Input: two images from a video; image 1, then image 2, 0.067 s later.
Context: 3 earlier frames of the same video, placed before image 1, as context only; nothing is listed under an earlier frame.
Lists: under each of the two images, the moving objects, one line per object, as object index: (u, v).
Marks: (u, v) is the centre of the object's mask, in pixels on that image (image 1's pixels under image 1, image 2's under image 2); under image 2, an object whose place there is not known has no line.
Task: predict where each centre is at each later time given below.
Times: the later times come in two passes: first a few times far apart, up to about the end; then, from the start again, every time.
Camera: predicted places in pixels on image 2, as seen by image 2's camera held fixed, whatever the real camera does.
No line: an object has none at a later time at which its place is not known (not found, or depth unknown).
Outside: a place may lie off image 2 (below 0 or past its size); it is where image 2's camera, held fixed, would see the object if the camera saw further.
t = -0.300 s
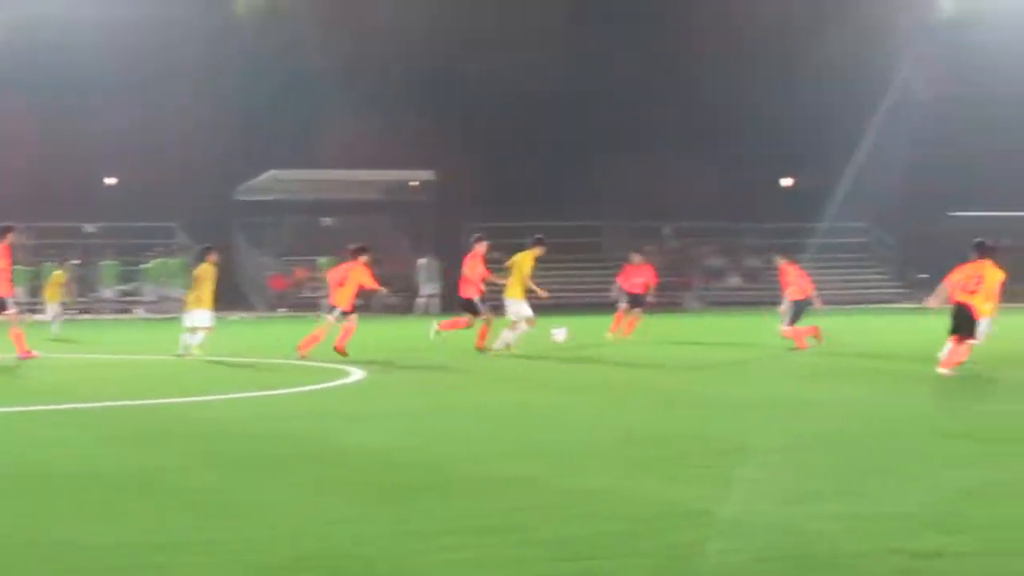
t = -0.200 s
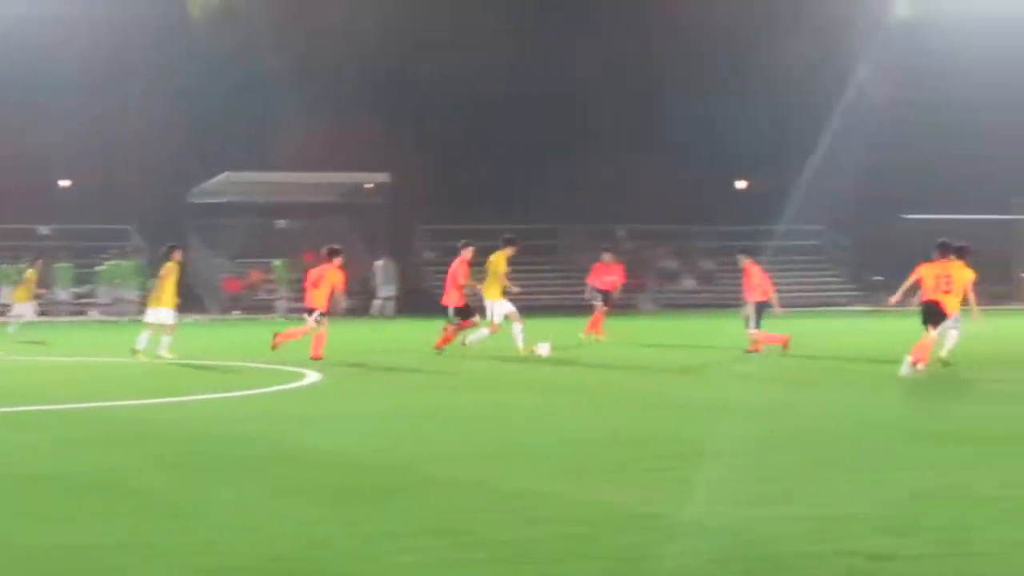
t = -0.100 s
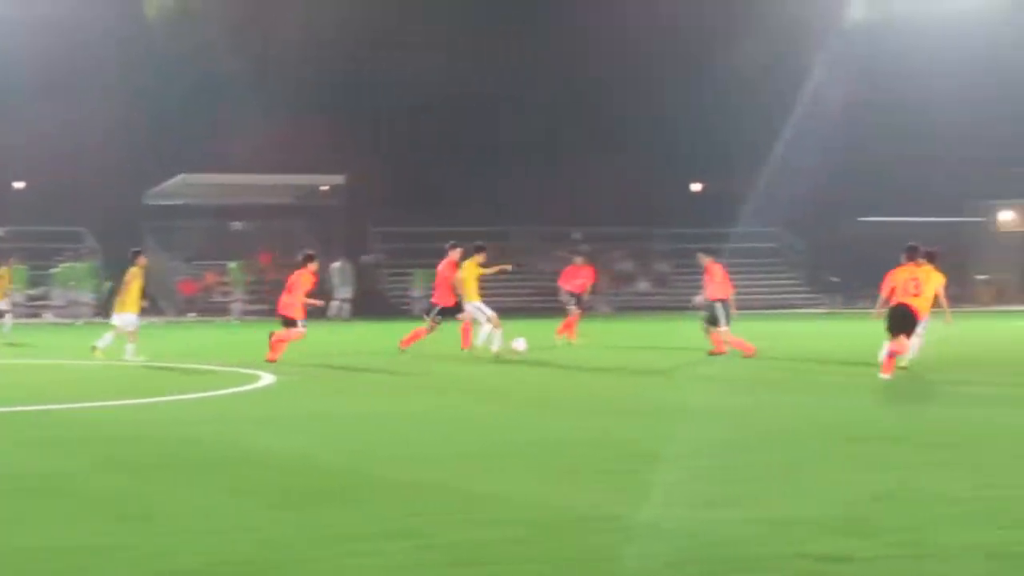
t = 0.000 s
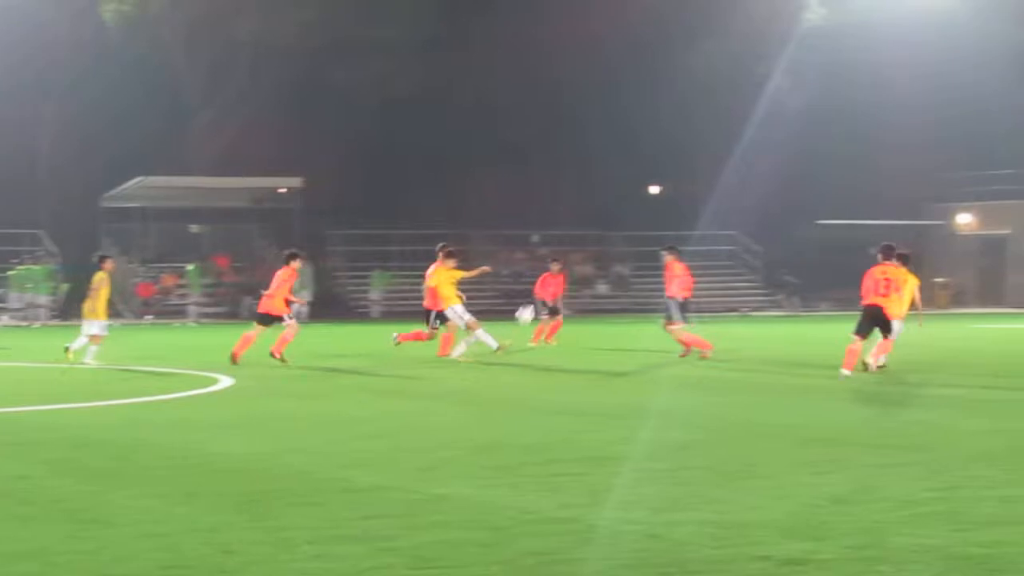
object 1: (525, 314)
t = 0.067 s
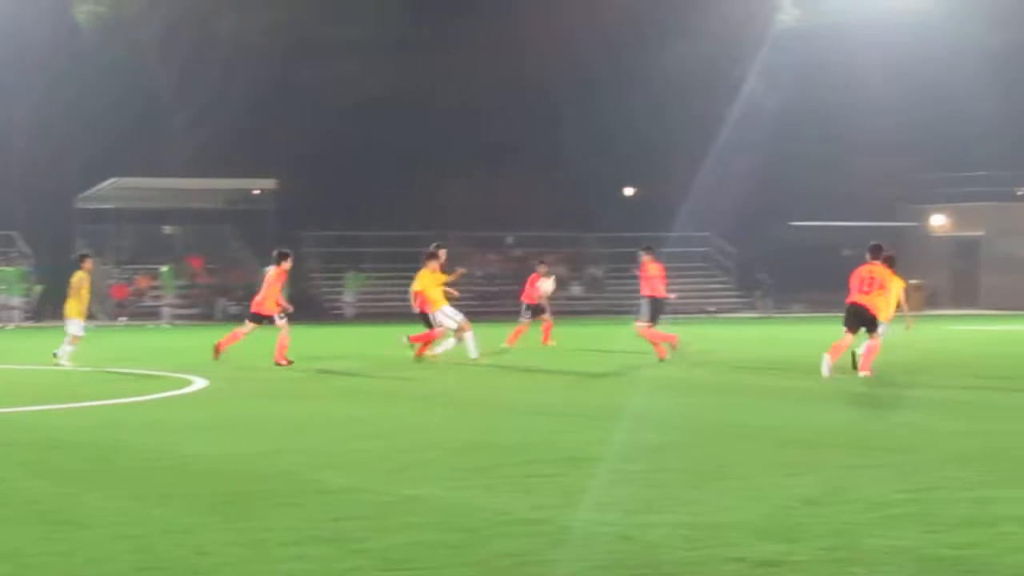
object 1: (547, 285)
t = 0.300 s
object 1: (701, 203)
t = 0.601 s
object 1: (901, 152)
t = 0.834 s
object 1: (1058, 157)
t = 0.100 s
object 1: (568, 272)
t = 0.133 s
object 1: (590, 258)
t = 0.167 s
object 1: (613, 246)
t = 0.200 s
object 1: (635, 234)
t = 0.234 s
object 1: (657, 223)
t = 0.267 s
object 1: (679, 213)
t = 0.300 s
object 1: (701, 203)
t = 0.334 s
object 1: (724, 195)
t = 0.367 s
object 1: (747, 186)
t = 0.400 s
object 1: (768, 179)
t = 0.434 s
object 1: (790, 173)
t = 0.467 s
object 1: (812, 167)
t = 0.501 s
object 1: (834, 162)
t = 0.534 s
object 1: (856, 158)
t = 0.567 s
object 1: (878, 155)
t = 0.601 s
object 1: (901, 152)
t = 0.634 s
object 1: (923, 151)
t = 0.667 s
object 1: (946, 150)
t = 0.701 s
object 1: (968, 149)
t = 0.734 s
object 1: (990, 150)
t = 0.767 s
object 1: (1012, 151)
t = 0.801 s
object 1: (1035, 154)
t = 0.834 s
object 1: (1058, 157)
